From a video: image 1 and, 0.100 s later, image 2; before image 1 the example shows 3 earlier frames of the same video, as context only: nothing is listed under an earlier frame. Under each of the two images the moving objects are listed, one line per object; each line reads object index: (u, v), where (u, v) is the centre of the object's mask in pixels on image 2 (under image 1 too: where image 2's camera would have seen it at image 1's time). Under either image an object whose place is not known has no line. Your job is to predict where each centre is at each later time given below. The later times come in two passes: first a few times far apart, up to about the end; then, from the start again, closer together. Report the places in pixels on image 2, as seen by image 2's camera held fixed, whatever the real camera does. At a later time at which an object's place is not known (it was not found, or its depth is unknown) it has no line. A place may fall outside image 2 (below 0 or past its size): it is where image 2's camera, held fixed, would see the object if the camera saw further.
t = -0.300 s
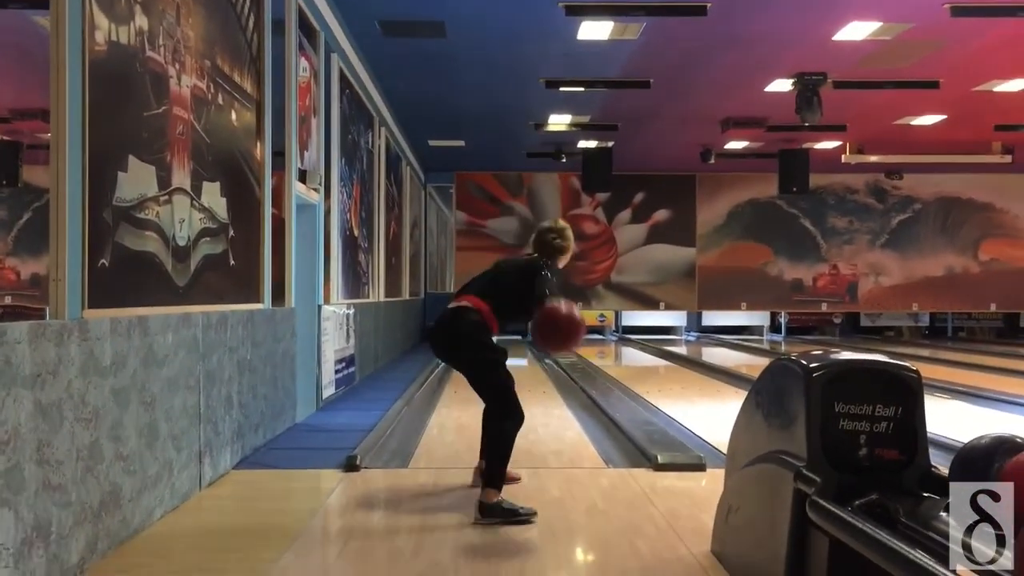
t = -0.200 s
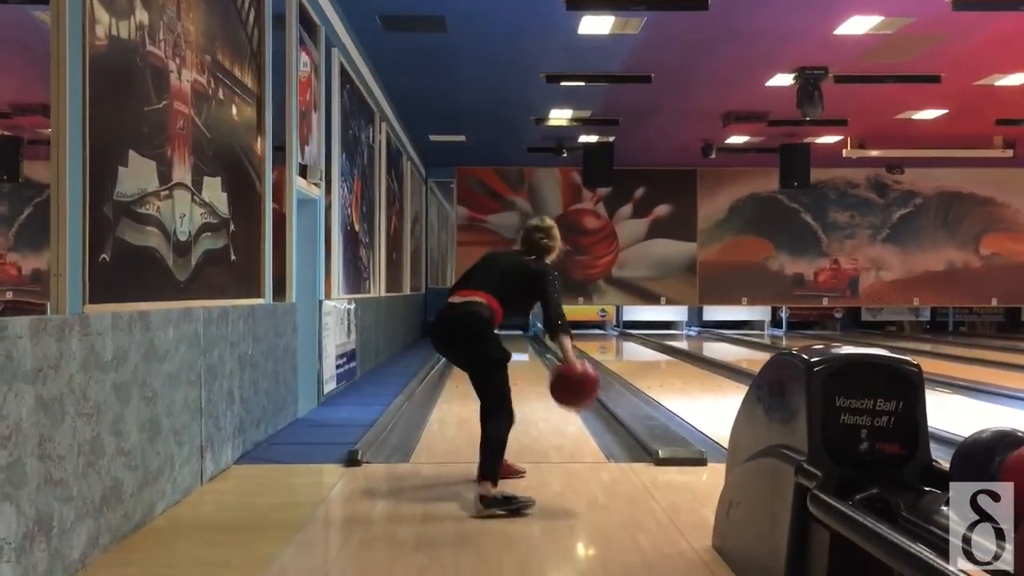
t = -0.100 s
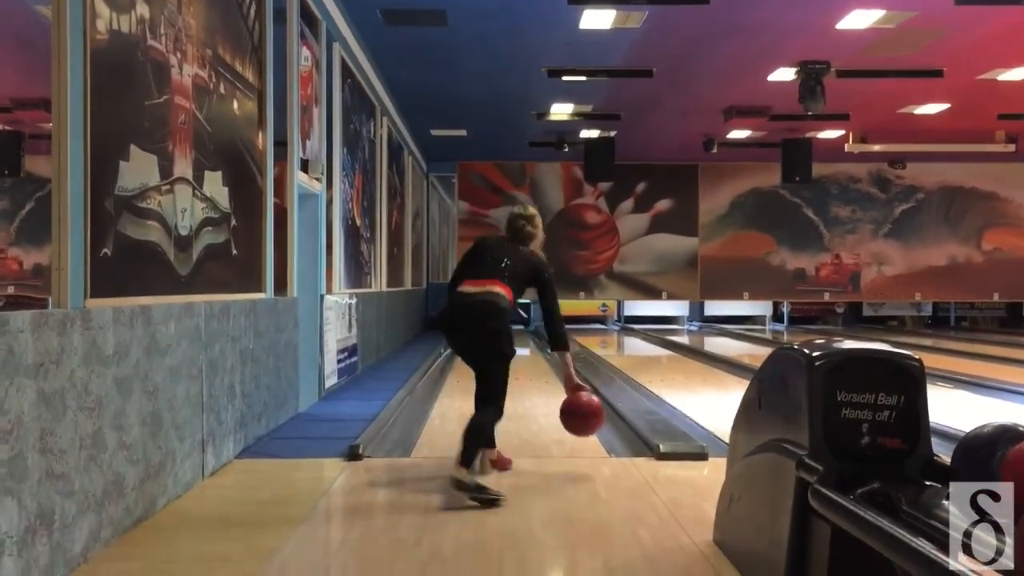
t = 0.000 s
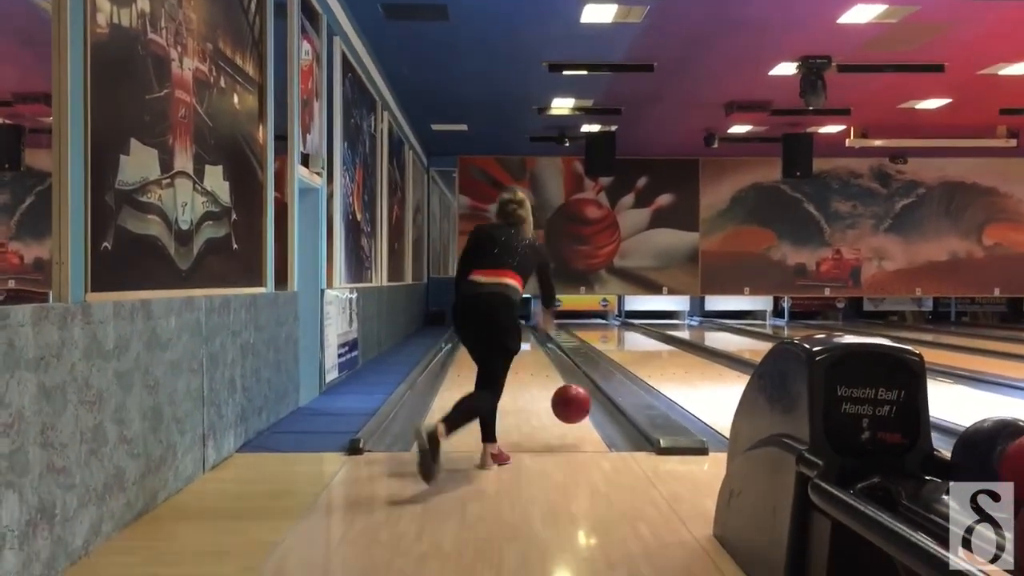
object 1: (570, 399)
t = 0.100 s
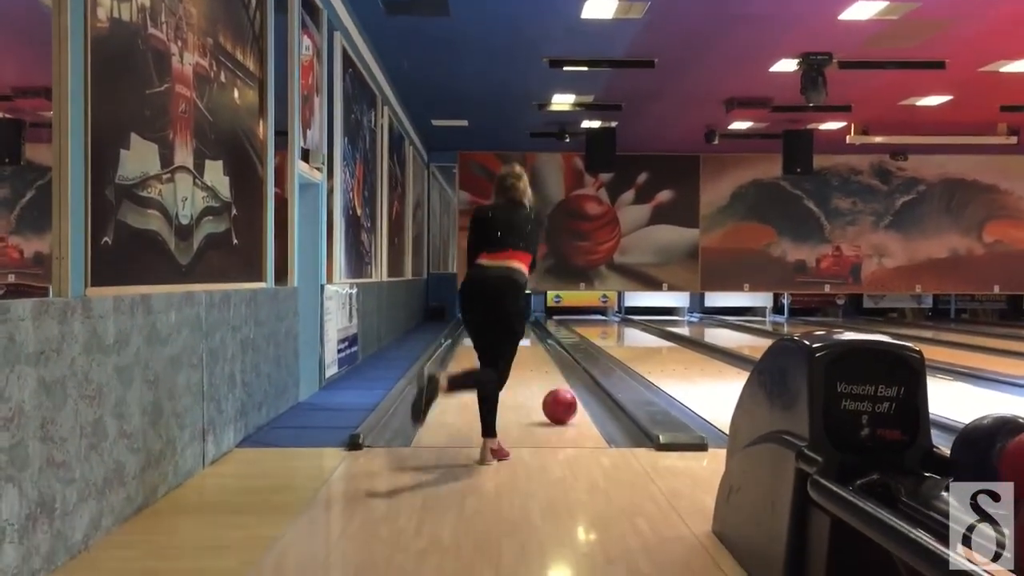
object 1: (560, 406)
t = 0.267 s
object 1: (546, 385)
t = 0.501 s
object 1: (536, 367)
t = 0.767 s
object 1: (523, 351)
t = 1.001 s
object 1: (520, 342)
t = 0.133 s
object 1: (556, 398)
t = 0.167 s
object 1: (553, 393)
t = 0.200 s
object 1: (551, 389)
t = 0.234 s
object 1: (548, 387)
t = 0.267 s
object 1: (546, 385)
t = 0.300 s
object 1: (543, 381)
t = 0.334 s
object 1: (541, 378)
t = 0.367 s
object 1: (540, 375)
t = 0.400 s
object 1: (538, 373)
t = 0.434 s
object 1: (536, 370)
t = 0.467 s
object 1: (534, 368)
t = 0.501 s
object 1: (536, 367)
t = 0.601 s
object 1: (529, 359)
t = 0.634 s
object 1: (528, 357)
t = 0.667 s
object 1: (526, 356)
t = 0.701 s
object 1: (525, 354)
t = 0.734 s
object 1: (524, 352)
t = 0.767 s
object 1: (523, 351)
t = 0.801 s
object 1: (523, 349)
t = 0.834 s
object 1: (522, 349)
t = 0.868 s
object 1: (522, 347)
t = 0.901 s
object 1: (522, 346)
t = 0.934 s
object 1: (521, 345)
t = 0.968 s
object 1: (521, 344)
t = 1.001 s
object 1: (520, 342)
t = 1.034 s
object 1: (520, 341)
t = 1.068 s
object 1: (520, 339)
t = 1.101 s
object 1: (520, 338)
